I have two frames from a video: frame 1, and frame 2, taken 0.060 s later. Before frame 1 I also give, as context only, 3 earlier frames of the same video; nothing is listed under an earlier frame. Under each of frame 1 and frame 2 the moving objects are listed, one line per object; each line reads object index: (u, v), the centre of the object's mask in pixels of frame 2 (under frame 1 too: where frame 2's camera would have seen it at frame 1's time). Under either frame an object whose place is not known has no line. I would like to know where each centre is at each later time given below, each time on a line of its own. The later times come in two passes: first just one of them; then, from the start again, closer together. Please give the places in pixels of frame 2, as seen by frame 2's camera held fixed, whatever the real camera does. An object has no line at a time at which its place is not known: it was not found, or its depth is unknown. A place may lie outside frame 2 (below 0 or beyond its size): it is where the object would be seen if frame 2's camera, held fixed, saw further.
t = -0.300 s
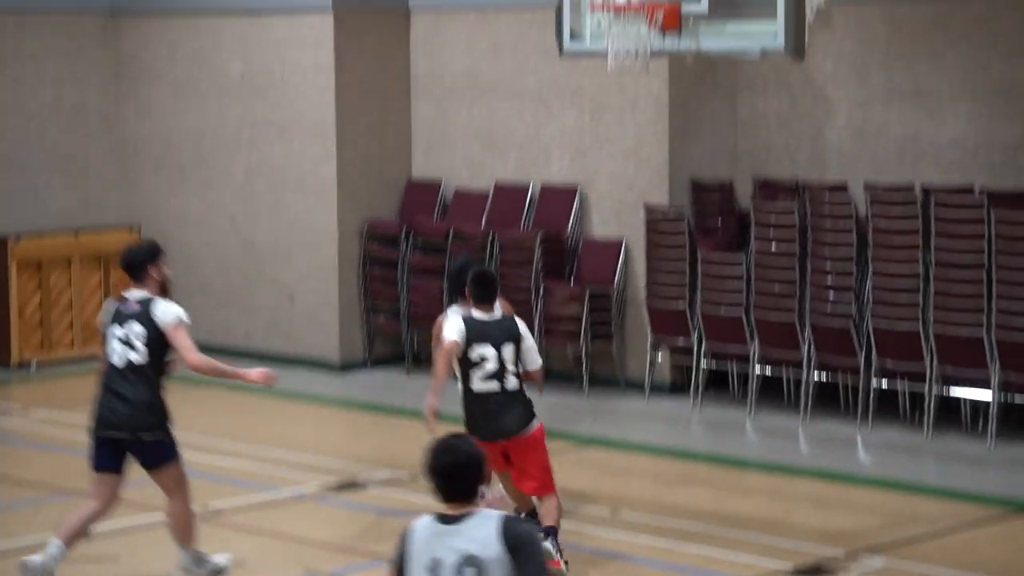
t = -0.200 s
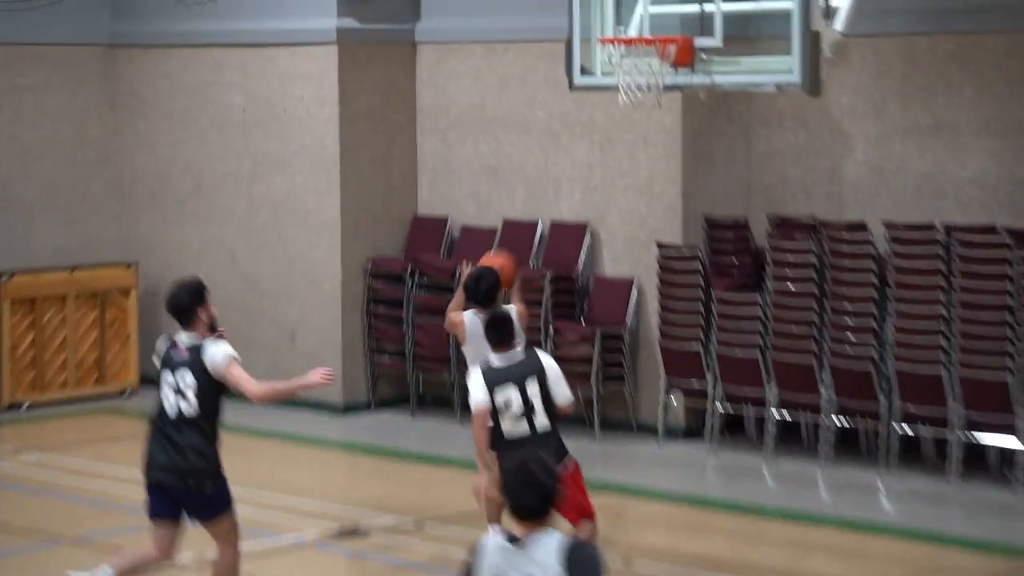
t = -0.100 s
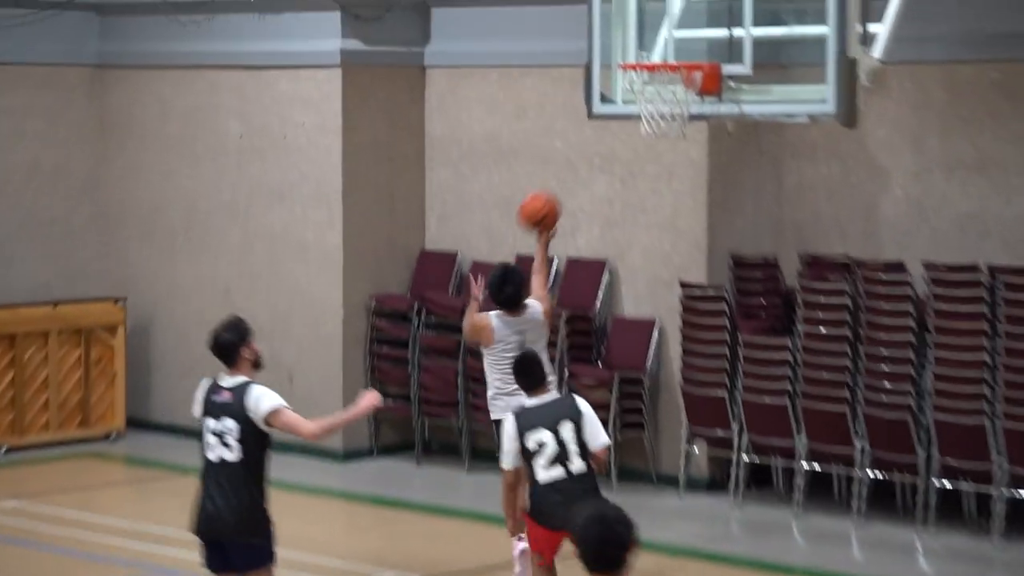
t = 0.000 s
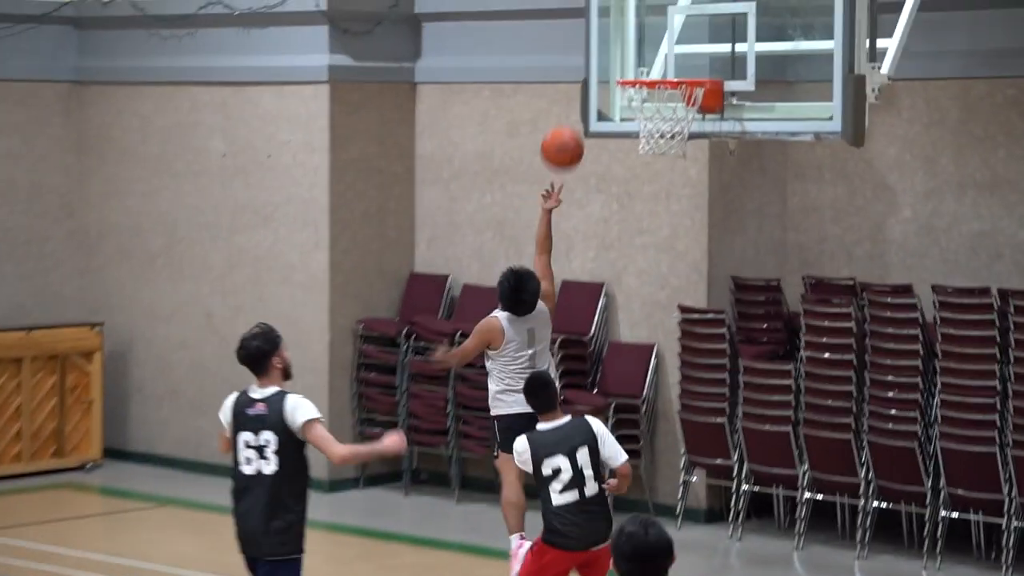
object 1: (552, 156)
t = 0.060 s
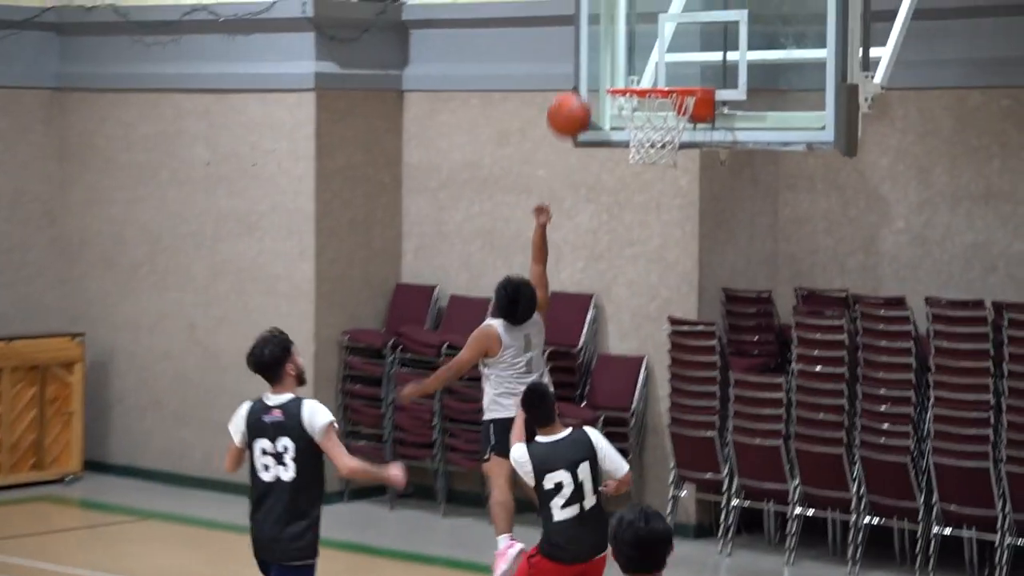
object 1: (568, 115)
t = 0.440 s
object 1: (657, -12)
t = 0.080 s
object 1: (575, 102)
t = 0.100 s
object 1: (580, 91)
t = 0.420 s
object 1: (654, -11)
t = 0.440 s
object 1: (657, -12)
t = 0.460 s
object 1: (659, -11)
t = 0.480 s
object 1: (662, -11)
